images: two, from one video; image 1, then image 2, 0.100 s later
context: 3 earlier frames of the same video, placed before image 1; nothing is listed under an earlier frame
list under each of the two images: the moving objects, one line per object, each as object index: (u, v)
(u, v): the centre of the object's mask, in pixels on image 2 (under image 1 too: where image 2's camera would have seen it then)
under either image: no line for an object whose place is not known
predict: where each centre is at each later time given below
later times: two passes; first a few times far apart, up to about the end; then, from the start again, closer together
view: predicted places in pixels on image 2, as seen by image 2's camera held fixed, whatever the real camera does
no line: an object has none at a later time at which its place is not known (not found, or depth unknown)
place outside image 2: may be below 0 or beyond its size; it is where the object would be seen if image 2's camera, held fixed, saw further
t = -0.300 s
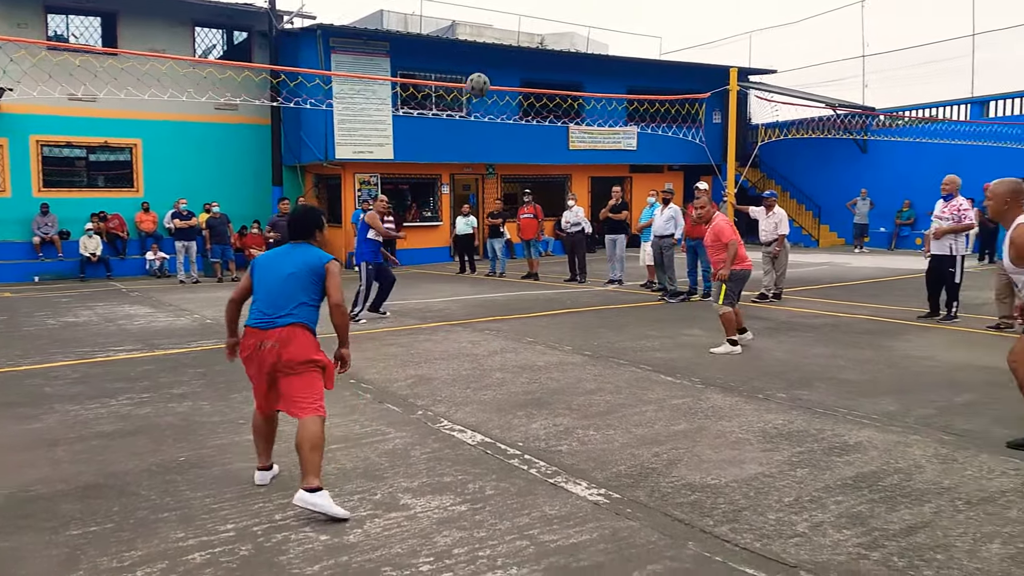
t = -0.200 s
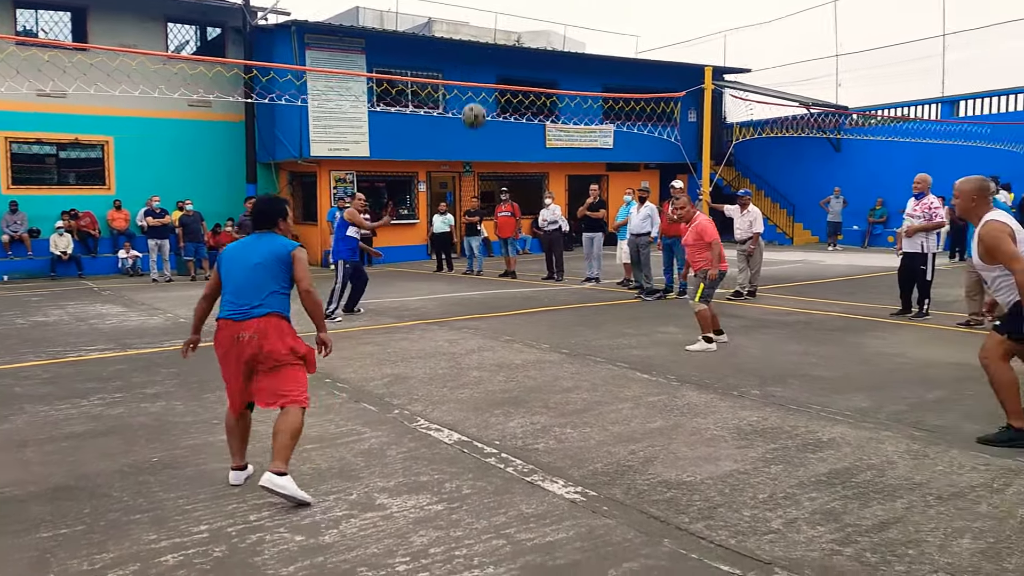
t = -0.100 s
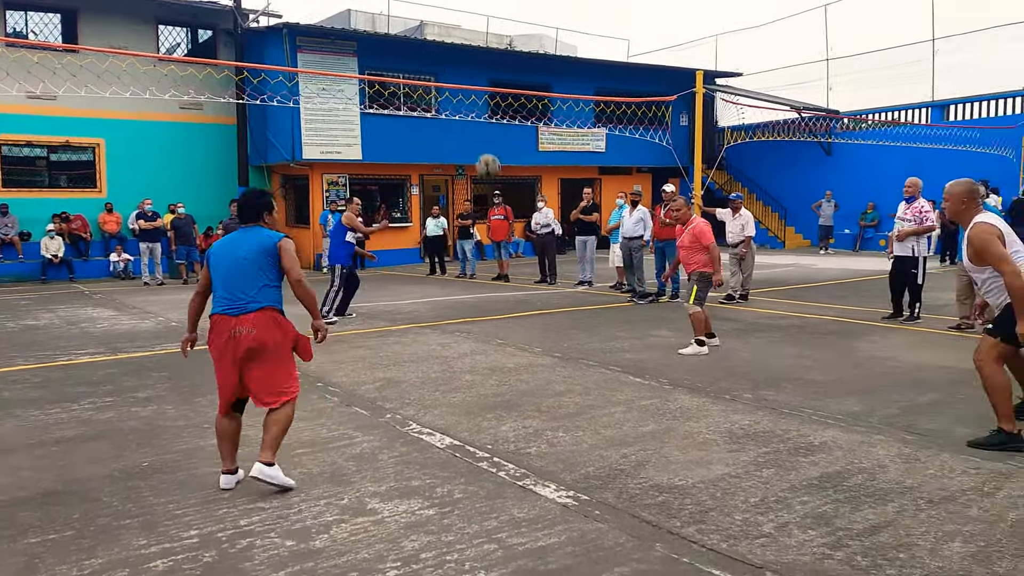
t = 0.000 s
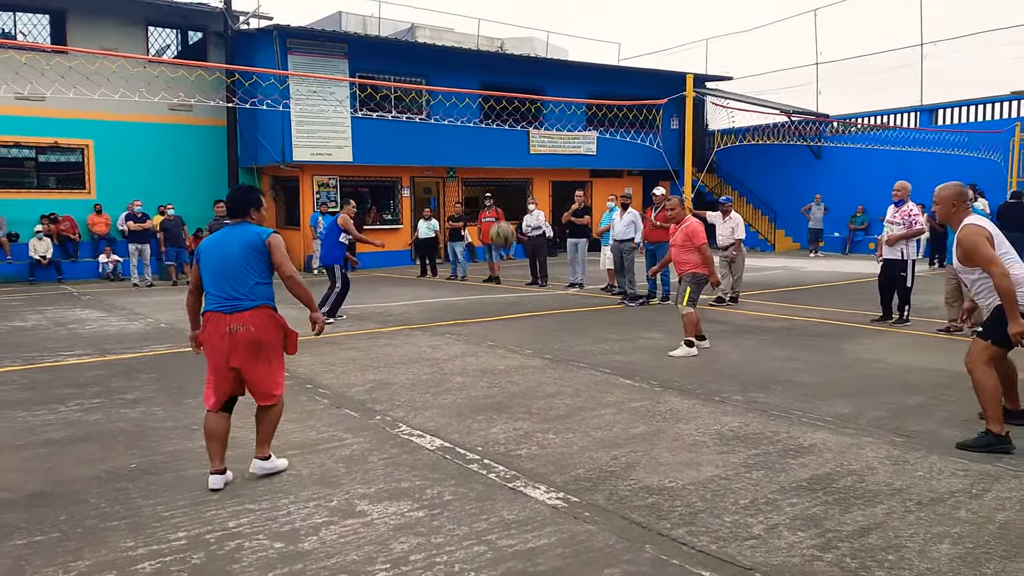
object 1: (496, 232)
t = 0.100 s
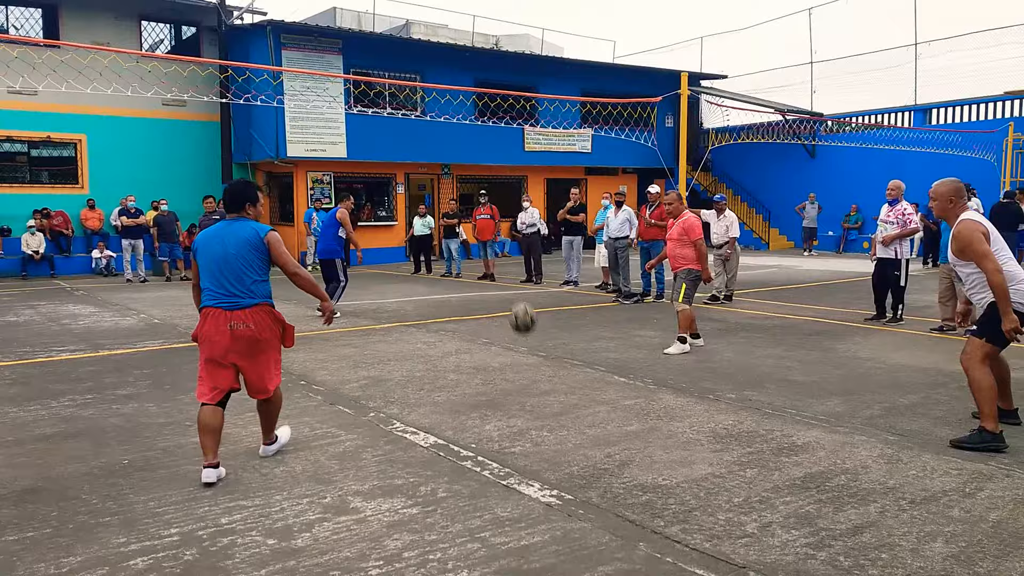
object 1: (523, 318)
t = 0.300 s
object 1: (567, 290)
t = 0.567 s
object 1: (641, 159)
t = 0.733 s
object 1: (704, 115)
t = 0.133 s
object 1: (532, 351)
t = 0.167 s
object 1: (541, 374)
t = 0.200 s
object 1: (548, 351)
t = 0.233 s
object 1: (554, 330)
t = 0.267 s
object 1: (560, 309)
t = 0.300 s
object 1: (567, 290)
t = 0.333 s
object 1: (575, 270)
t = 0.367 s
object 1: (584, 251)
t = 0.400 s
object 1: (591, 235)
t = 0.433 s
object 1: (600, 218)
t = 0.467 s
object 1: (611, 201)
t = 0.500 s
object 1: (621, 186)
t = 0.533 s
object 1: (631, 172)
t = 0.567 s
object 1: (641, 159)
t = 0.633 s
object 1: (664, 137)
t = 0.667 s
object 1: (677, 128)
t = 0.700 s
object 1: (690, 121)
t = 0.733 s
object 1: (704, 115)
